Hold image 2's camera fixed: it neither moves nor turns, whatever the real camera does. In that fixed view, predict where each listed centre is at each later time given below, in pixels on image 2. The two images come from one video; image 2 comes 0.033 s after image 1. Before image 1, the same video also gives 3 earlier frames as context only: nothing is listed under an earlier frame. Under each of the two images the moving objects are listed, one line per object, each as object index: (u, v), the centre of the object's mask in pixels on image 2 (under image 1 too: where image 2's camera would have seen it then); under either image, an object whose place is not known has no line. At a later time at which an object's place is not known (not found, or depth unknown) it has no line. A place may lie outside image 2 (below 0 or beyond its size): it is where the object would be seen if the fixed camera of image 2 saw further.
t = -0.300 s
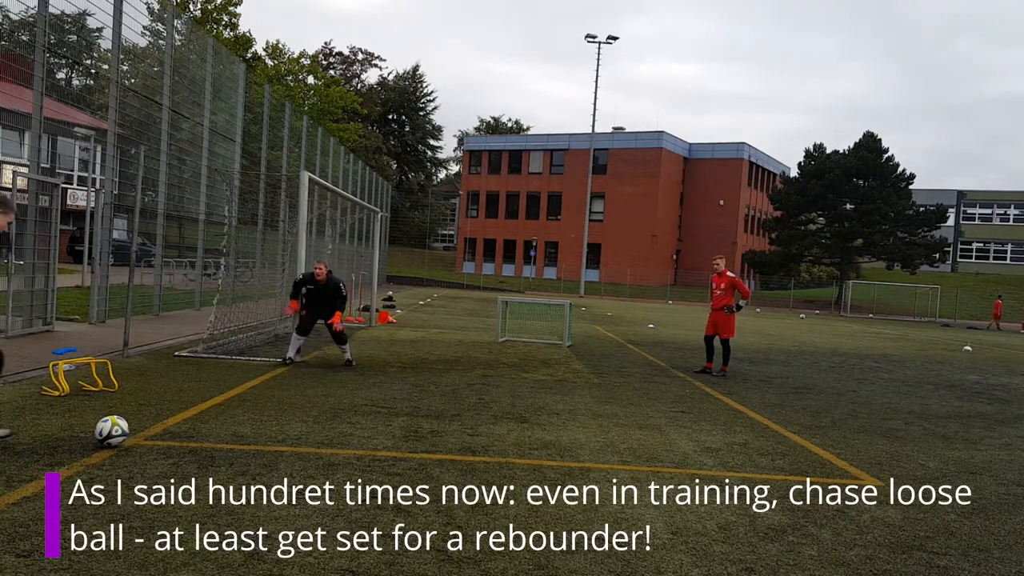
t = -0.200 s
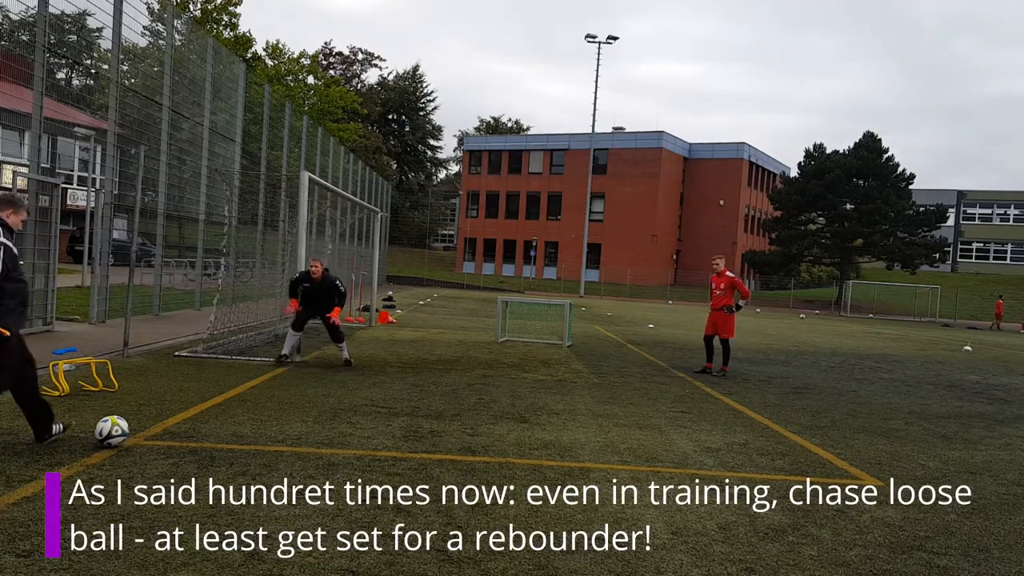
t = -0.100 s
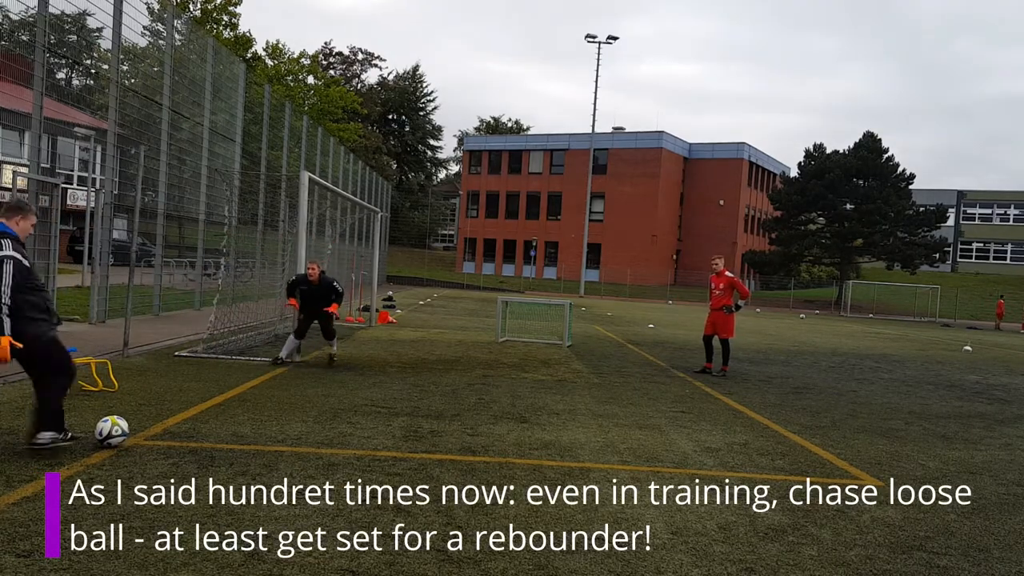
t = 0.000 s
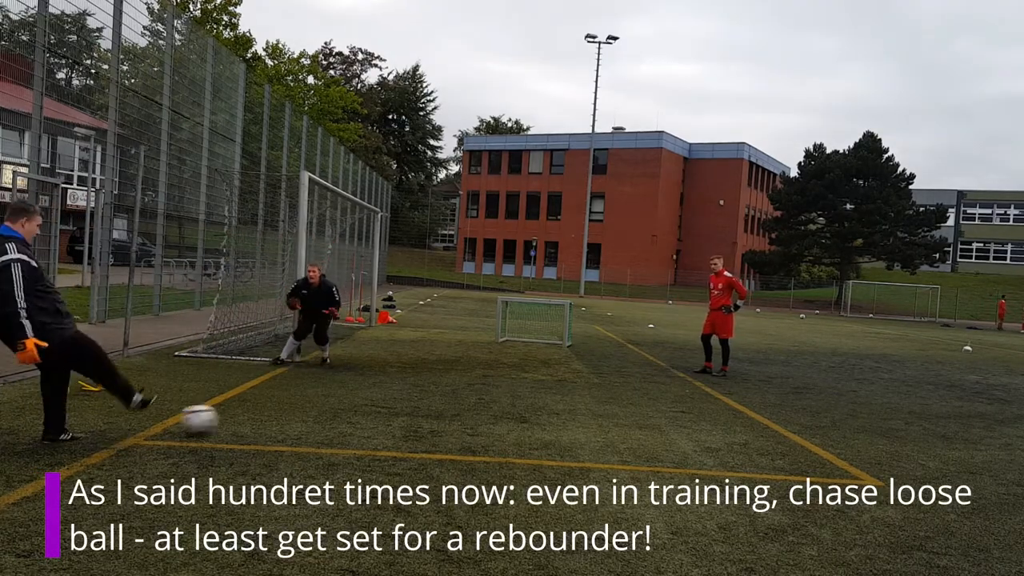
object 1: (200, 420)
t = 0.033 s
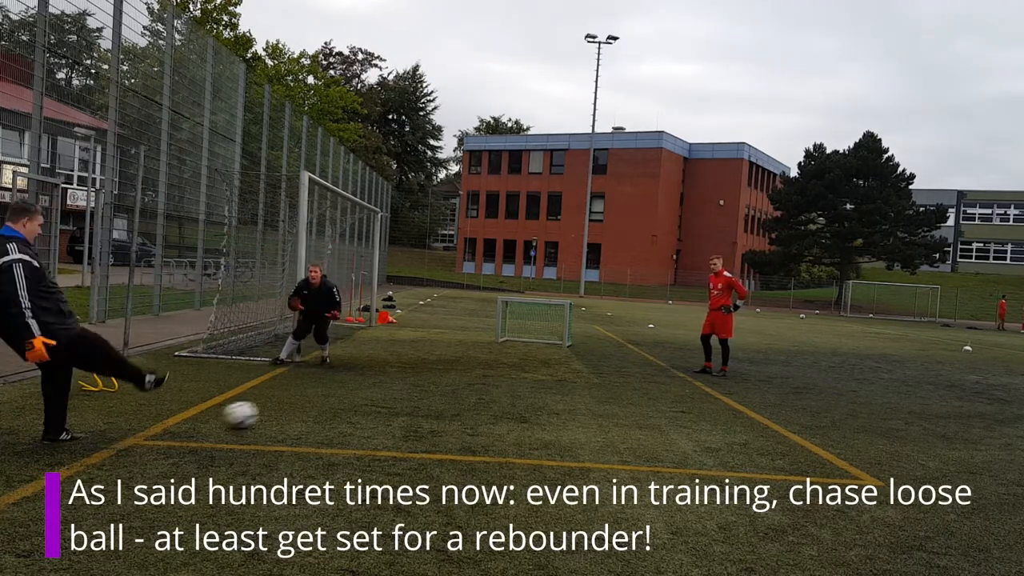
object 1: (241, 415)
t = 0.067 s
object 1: (278, 407)
